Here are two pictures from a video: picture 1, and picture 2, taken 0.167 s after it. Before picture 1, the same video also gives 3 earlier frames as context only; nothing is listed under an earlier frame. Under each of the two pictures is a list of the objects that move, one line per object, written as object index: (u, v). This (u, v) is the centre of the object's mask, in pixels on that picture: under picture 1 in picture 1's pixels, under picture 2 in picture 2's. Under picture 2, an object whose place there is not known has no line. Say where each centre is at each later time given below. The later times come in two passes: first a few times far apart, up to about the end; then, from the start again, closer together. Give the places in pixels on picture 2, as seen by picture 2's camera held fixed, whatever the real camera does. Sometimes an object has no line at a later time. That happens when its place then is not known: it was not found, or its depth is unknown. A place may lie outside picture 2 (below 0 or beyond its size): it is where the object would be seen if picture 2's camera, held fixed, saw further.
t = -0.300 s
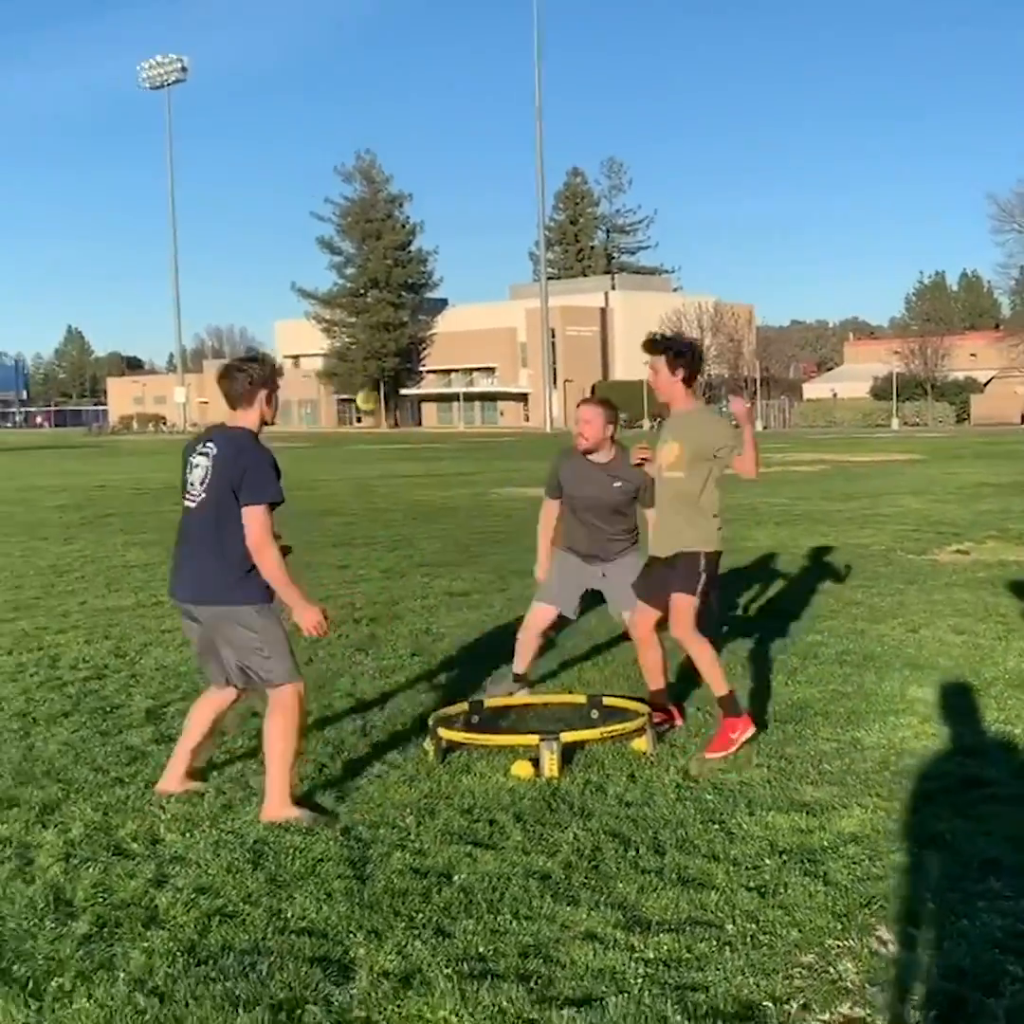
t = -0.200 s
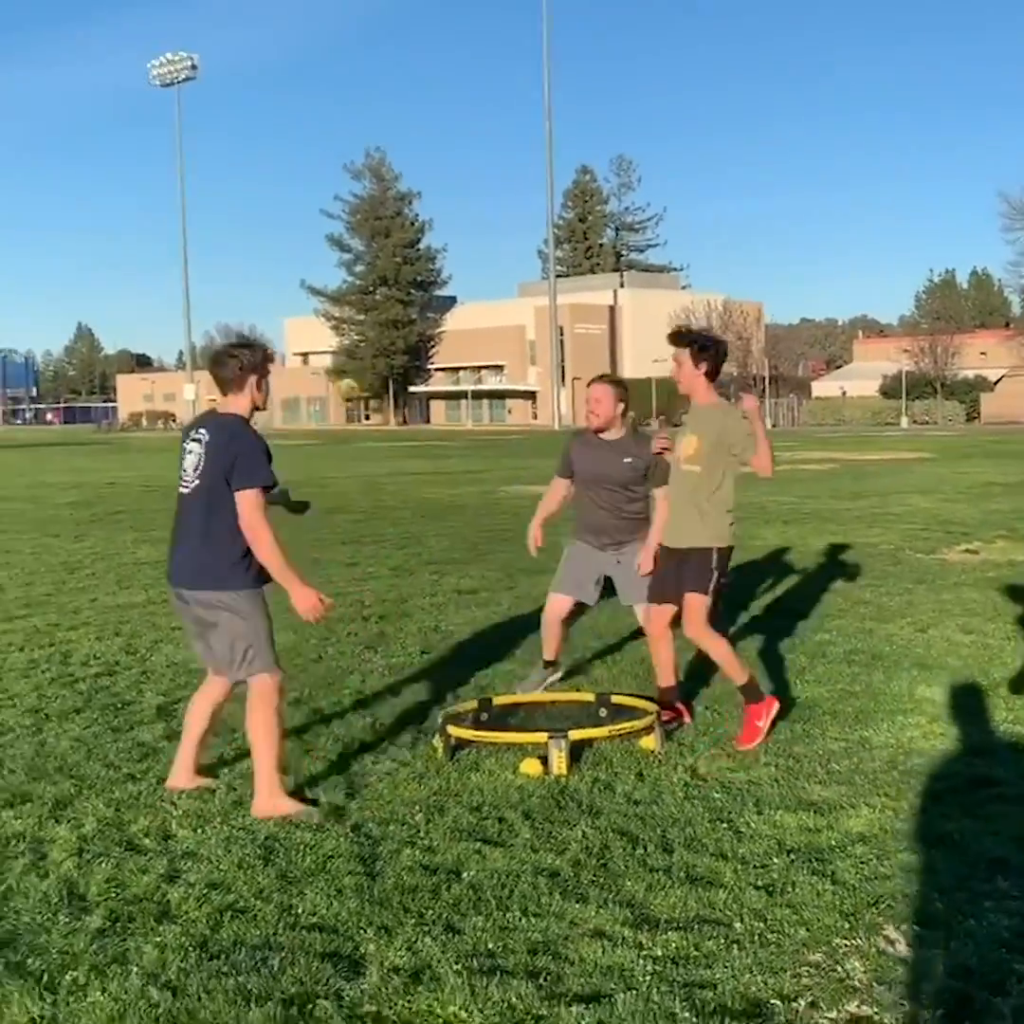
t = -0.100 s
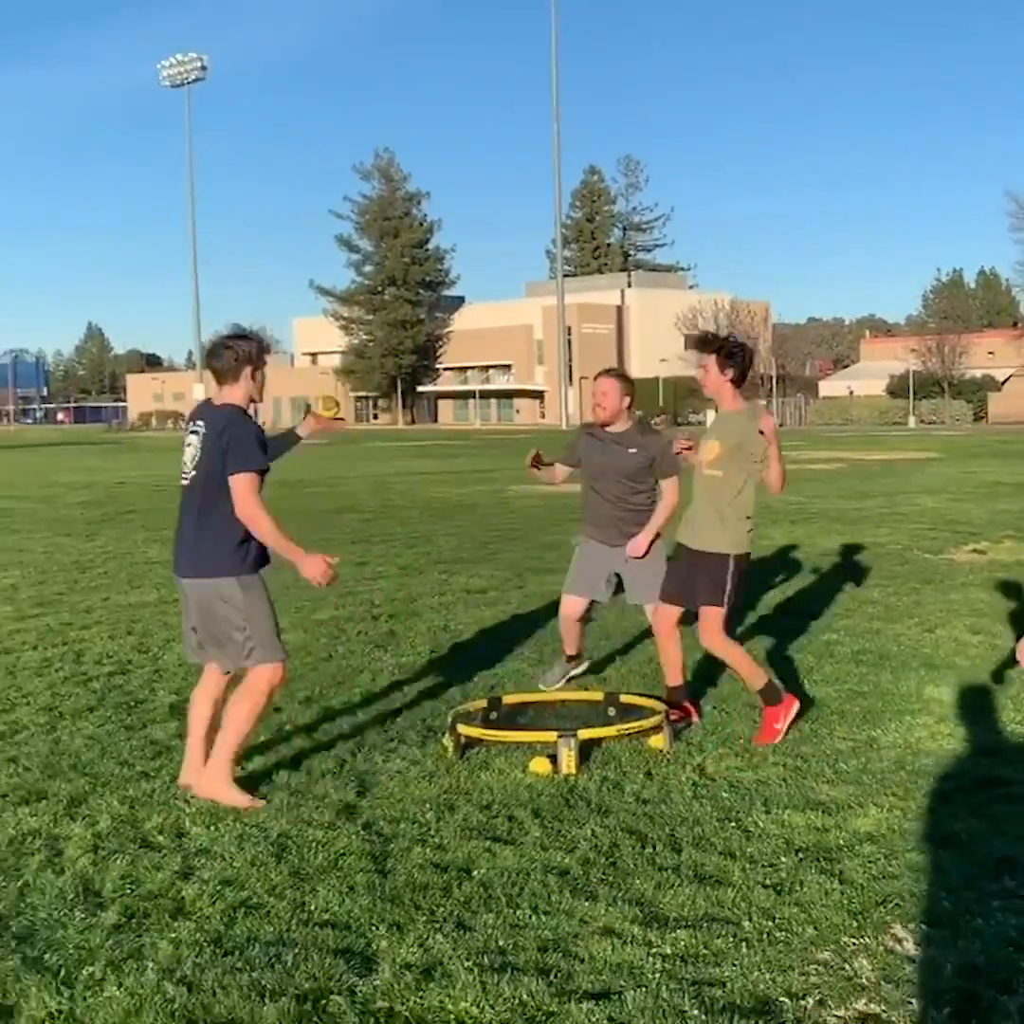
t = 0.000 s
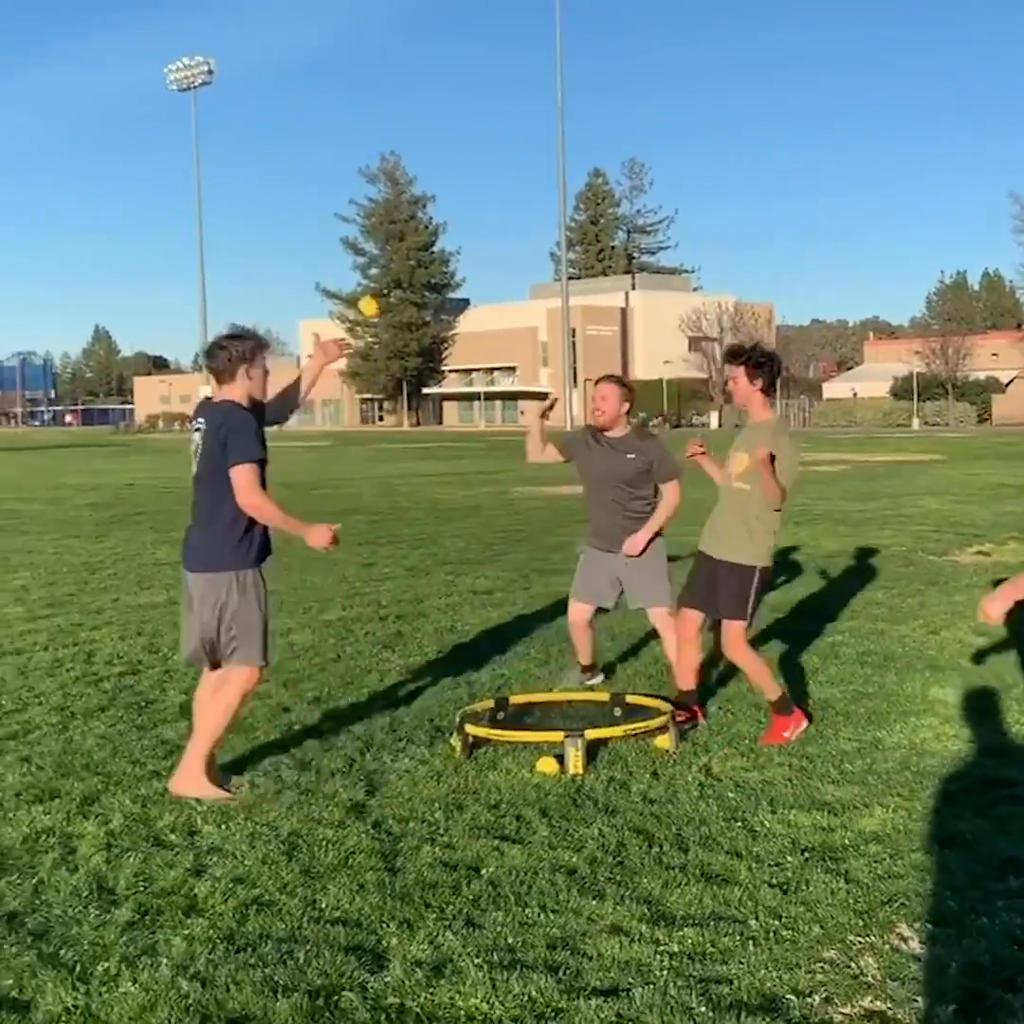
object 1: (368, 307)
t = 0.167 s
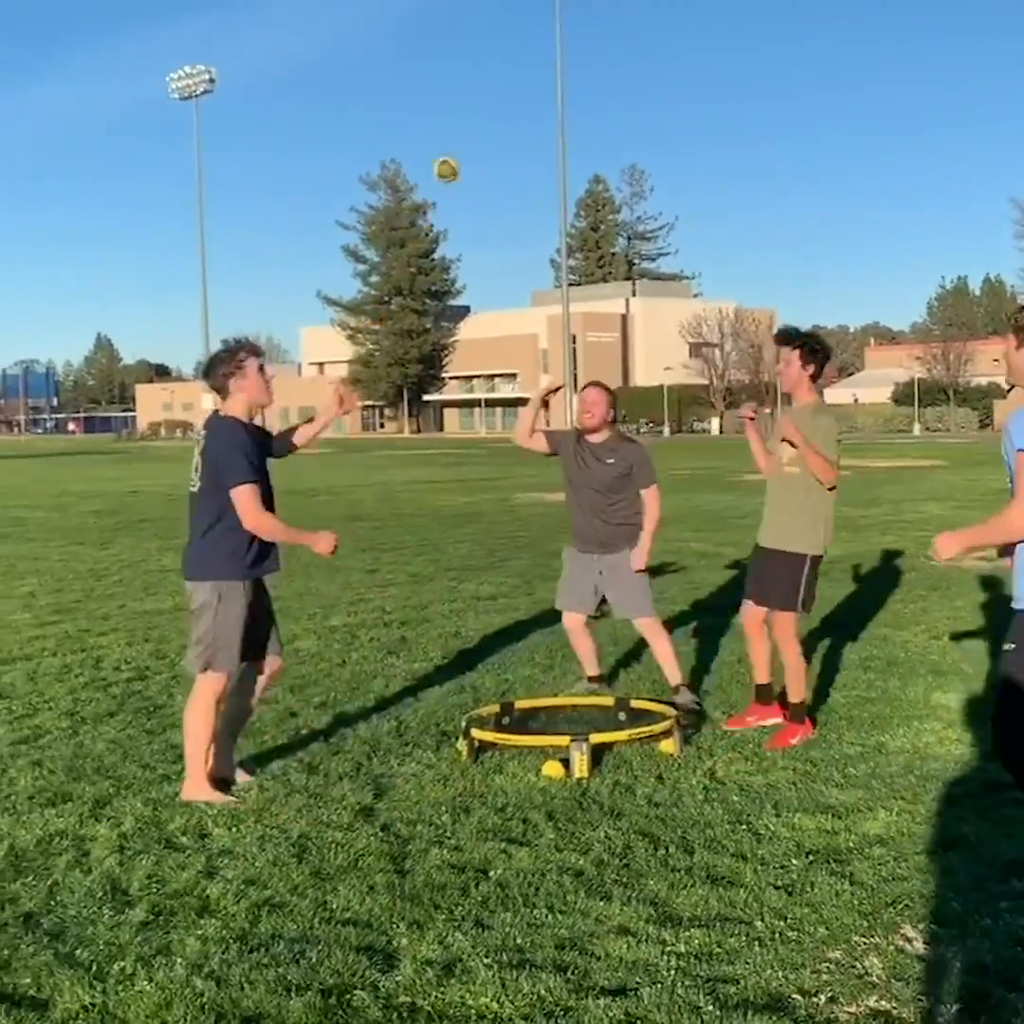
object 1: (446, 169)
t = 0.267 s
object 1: (496, 112)
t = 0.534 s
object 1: (649, 86)
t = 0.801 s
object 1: (829, 285)
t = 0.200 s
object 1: (463, 148)
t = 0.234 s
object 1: (479, 128)
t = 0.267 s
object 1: (496, 112)
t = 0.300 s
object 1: (514, 97)
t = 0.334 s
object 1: (531, 86)
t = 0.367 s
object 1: (549, 78)
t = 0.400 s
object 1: (568, 73)
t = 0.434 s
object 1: (588, 70)
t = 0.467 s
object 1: (608, 72)
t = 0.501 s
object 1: (628, 78)
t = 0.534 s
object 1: (649, 86)
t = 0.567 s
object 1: (669, 98)
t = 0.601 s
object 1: (690, 114)
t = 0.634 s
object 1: (712, 133)
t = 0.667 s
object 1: (734, 156)
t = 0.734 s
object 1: (780, 214)
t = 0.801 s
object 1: (829, 285)
